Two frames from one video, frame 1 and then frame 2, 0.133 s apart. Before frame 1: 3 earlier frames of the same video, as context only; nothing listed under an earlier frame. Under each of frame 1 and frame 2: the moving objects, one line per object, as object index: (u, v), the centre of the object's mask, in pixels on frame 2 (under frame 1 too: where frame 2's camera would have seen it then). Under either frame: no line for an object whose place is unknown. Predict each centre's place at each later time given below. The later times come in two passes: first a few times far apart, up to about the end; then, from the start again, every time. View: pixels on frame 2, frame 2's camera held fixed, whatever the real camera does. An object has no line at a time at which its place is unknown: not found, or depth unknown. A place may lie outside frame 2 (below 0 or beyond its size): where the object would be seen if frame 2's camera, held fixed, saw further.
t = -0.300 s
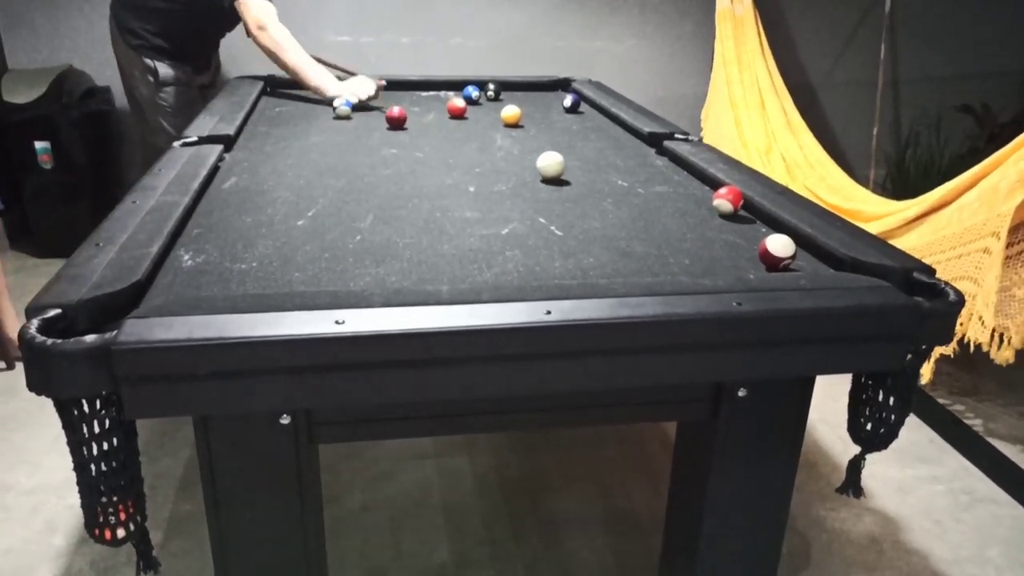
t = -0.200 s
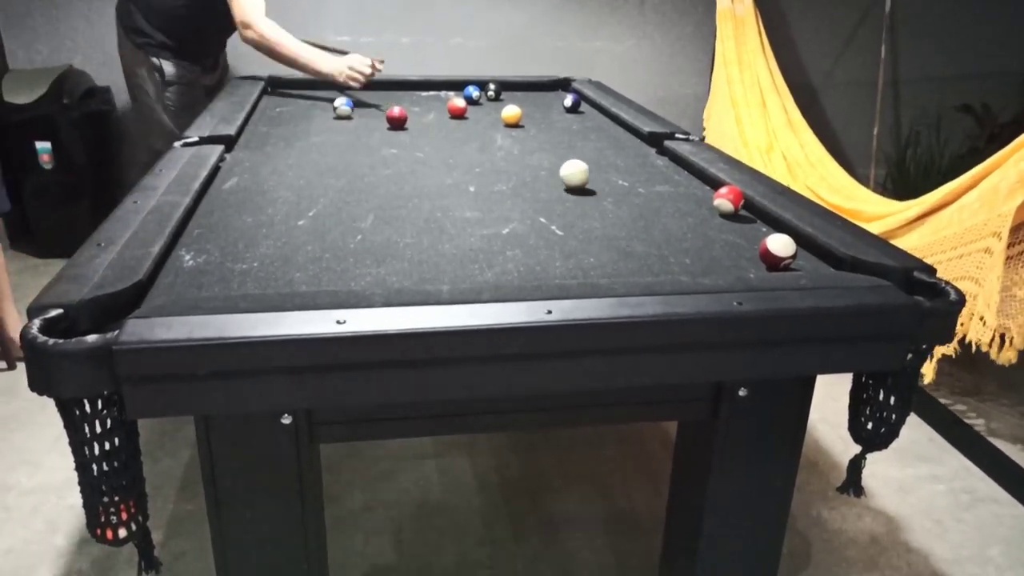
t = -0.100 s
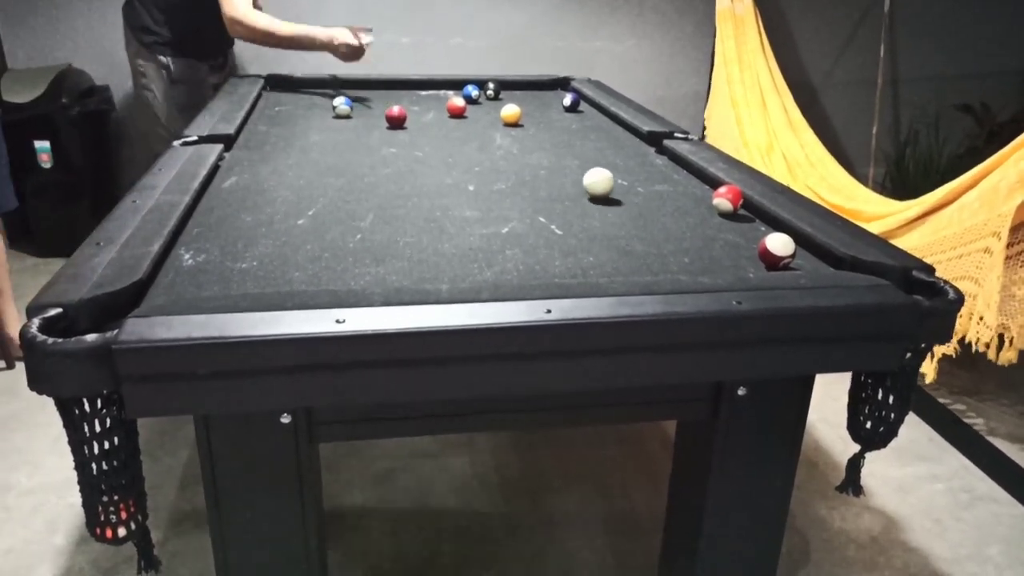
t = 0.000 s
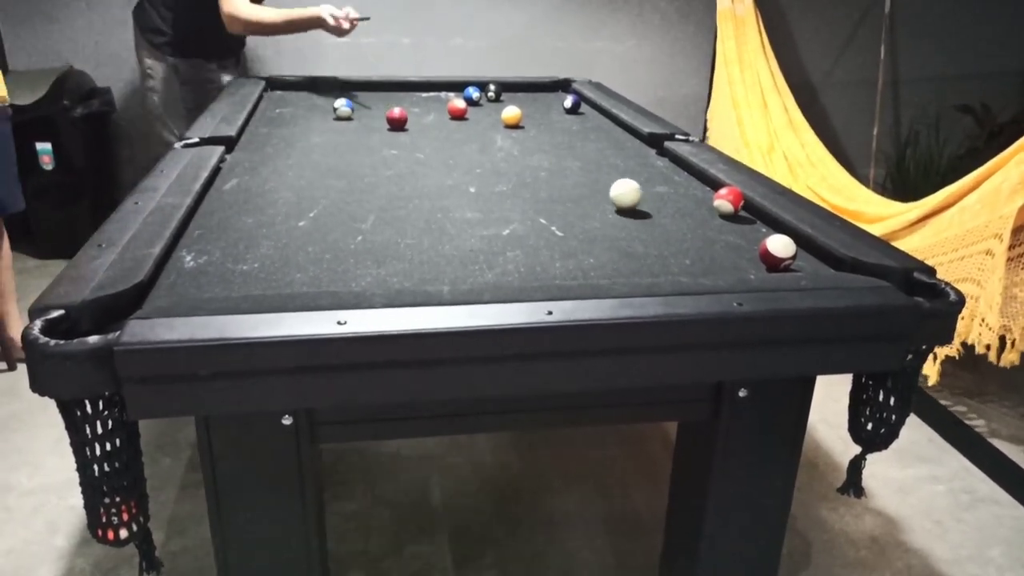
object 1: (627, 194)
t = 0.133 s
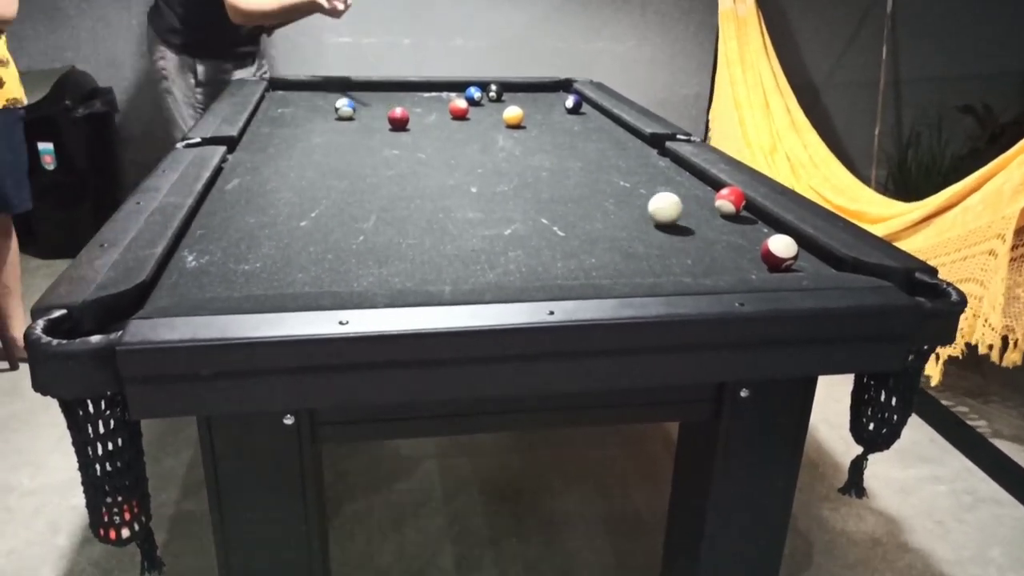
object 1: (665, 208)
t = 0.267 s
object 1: (706, 224)
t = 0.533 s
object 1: (761, 245)
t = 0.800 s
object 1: (788, 254)
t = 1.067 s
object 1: (814, 260)
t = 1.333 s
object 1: (837, 264)
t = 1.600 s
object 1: (847, 263)
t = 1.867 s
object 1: (850, 264)
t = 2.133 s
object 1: (850, 263)
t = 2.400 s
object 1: (850, 263)
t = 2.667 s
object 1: (850, 263)
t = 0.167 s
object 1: (675, 212)
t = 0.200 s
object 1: (685, 216)
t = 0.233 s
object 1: (696, 220)
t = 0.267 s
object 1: (706, 224)
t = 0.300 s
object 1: (717, 228)
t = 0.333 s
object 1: (729, 232)
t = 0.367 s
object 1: (740, 236)
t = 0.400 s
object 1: (748, 239)
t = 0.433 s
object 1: (751, 240)
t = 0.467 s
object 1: (754, 242)
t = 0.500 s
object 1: (758, 243)
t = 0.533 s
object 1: (761, 245)
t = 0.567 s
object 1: (764, 246)
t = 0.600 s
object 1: (768, 248)
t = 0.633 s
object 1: (771, 249)
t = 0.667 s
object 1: (775, 250)
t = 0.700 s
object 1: (778, 251)
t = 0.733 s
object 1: (782, 253)
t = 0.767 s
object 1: (785, 254)
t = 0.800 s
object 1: (788, 254)
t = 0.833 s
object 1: (791, 255)
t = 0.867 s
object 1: (795, 256)
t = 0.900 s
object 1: (798, 257)
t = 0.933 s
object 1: (801, 258)
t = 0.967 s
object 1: (804, 259)
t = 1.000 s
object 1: (807, 259)
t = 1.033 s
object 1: (811, 260)
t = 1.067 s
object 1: (814, 260)
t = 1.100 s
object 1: (817, 261)
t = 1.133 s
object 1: (820, 261)
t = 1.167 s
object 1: (823, 262)
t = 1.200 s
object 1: (826, 262)
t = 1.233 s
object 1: (829, 262)
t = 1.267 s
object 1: (832, 263)
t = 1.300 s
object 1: (834, 263)
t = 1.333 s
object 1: (837, 264)
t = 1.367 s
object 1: (838, 264)
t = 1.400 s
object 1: (839, 263)
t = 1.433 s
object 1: (841, 263)
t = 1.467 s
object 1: (842, 263)
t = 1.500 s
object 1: (843, 263)
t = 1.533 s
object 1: (844, 263)
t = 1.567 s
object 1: (845, 263)
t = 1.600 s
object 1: (847, 263)
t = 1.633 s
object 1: (848, 263)
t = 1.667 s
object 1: (849, 263)
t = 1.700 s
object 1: (850, 263)
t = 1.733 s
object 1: (851, 263)
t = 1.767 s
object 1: (851, 264)
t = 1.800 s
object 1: (850, 264)
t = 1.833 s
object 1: (850, 264)
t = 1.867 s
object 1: (850, 264)
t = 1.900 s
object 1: (850, 264)
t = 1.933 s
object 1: (850, 264)
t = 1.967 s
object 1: (850, 264)
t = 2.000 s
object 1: (850, 264)
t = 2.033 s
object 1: (850, 264)
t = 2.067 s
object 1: (850, 263)
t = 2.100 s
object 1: (850, 263)
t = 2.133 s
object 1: (850, 263)
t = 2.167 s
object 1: (850, 263)
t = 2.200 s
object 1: (850, 264)
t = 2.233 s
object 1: (850, 263)
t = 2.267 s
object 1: (850, 263)
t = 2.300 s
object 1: (850, 264)
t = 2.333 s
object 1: (850, 263)
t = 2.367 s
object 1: (850, 263)
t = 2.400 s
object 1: (850, 263)
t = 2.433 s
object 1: (850, 263)
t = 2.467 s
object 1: (850, 263)
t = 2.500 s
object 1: (850, 263)
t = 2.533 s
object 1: (850, 263)
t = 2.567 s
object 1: (850, 263)
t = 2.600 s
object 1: (850, 263)
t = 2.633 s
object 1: (850, 263)
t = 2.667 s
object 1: (850, 263)
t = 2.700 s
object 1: (850, 263)
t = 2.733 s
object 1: (850, 263)
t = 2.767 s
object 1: (850, 263)
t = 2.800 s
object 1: (850, 263)
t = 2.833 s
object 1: (850, 263)
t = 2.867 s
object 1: (850, 263)
